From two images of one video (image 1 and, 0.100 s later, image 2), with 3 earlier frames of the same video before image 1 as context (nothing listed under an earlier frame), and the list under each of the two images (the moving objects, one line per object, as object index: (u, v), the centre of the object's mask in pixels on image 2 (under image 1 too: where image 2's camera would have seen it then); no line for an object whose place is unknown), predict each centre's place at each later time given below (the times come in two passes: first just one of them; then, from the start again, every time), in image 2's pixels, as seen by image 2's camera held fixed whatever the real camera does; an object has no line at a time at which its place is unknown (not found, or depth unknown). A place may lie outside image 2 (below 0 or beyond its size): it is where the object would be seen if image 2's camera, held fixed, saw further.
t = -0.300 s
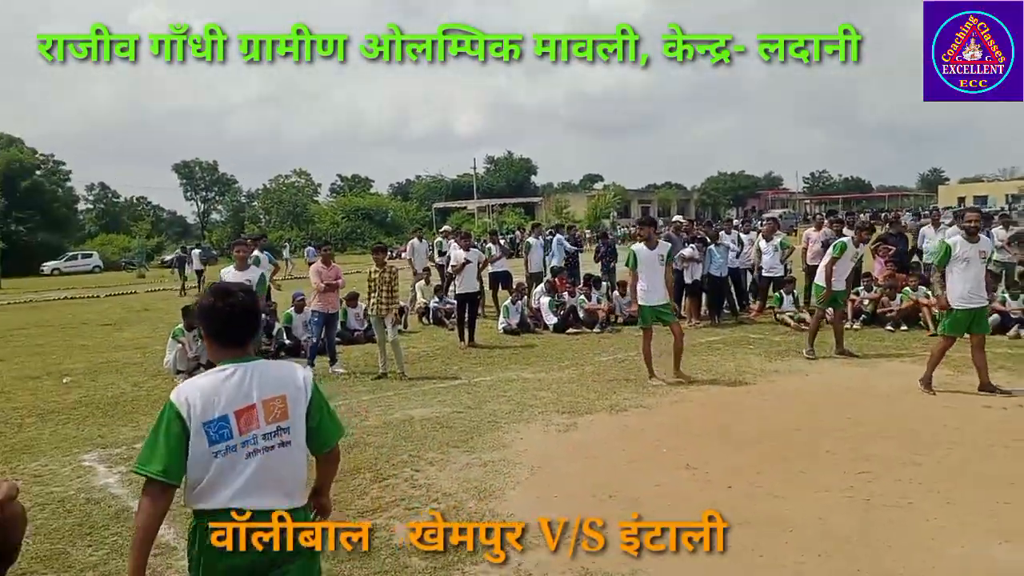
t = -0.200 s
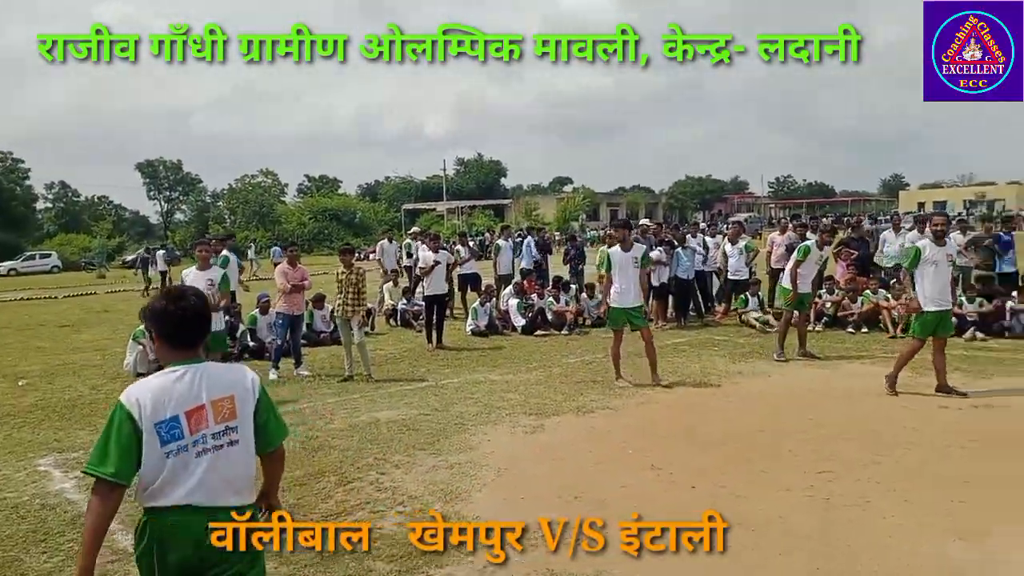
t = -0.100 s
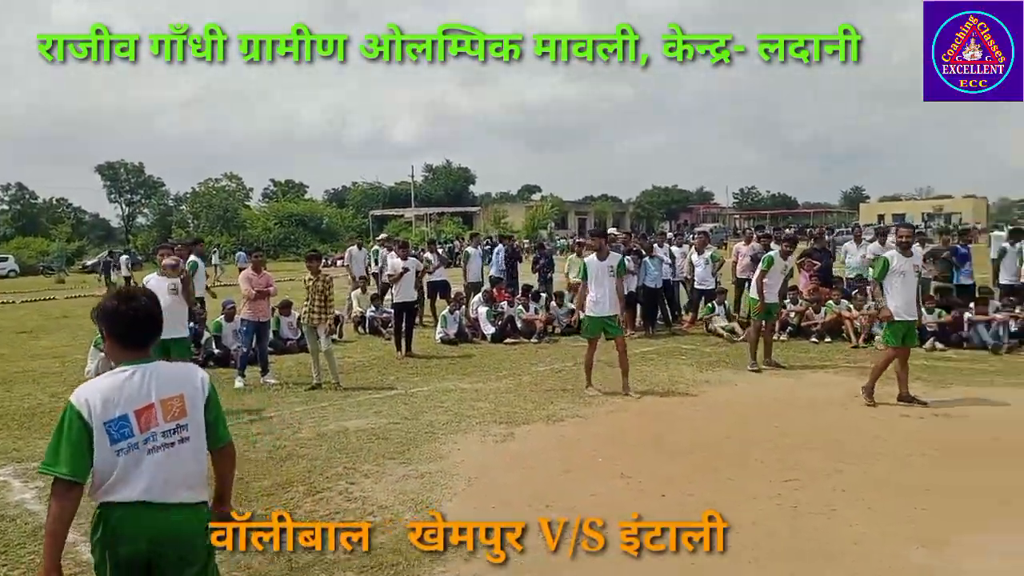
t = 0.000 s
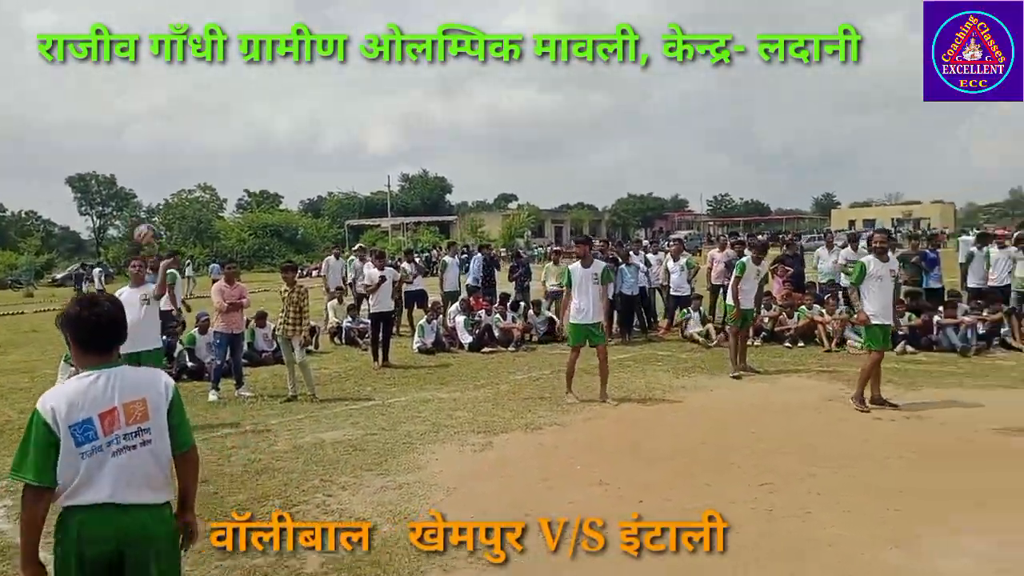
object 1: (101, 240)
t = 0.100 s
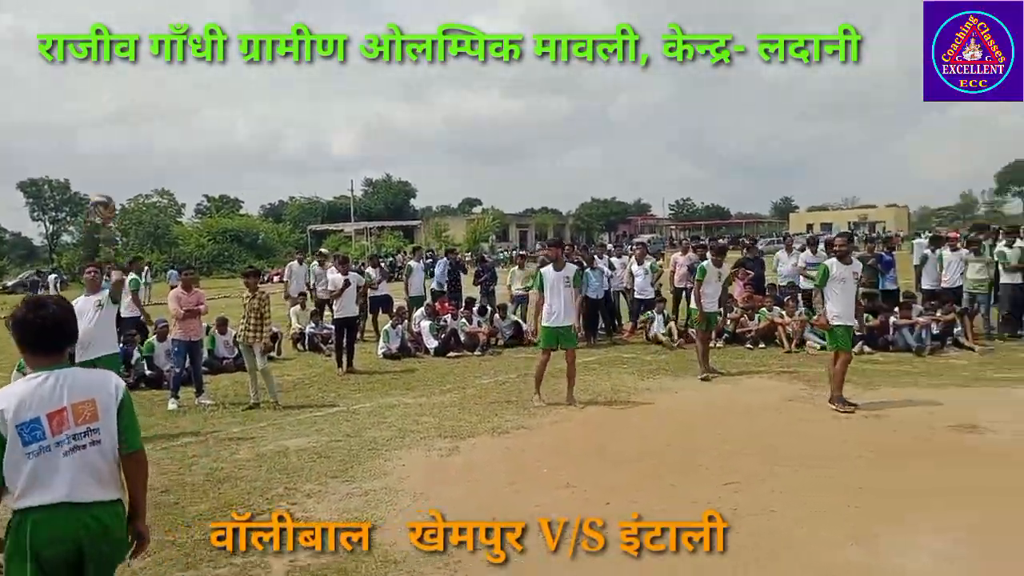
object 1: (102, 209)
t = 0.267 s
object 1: (101, 172)
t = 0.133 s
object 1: (103, 197)
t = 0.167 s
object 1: (103, 190)
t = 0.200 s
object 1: (103, 182)
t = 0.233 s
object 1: (102, 176)
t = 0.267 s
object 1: (101, 172)
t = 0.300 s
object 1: (100, 169)
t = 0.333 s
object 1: (101, 168)
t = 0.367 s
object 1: (101, 167)
